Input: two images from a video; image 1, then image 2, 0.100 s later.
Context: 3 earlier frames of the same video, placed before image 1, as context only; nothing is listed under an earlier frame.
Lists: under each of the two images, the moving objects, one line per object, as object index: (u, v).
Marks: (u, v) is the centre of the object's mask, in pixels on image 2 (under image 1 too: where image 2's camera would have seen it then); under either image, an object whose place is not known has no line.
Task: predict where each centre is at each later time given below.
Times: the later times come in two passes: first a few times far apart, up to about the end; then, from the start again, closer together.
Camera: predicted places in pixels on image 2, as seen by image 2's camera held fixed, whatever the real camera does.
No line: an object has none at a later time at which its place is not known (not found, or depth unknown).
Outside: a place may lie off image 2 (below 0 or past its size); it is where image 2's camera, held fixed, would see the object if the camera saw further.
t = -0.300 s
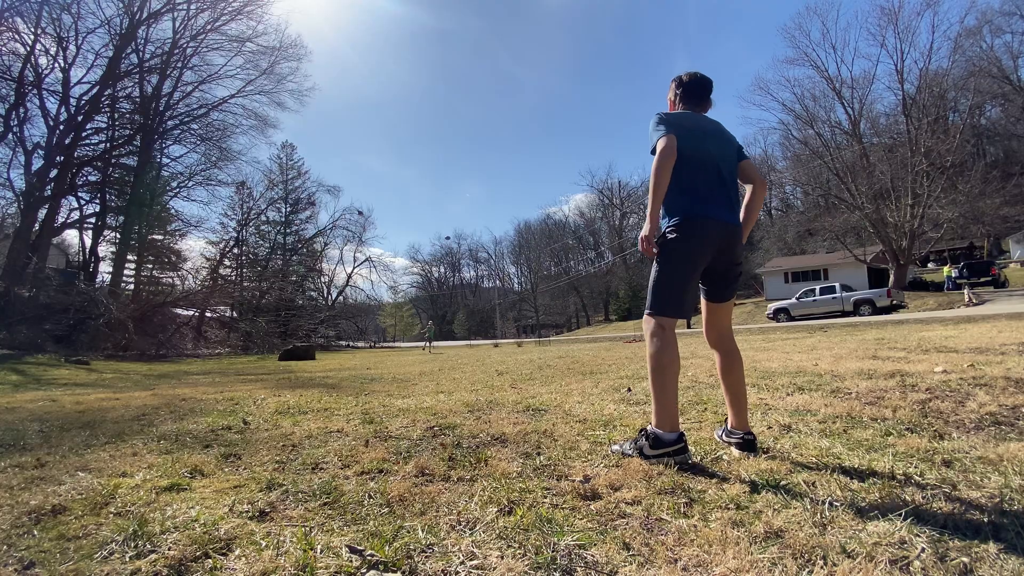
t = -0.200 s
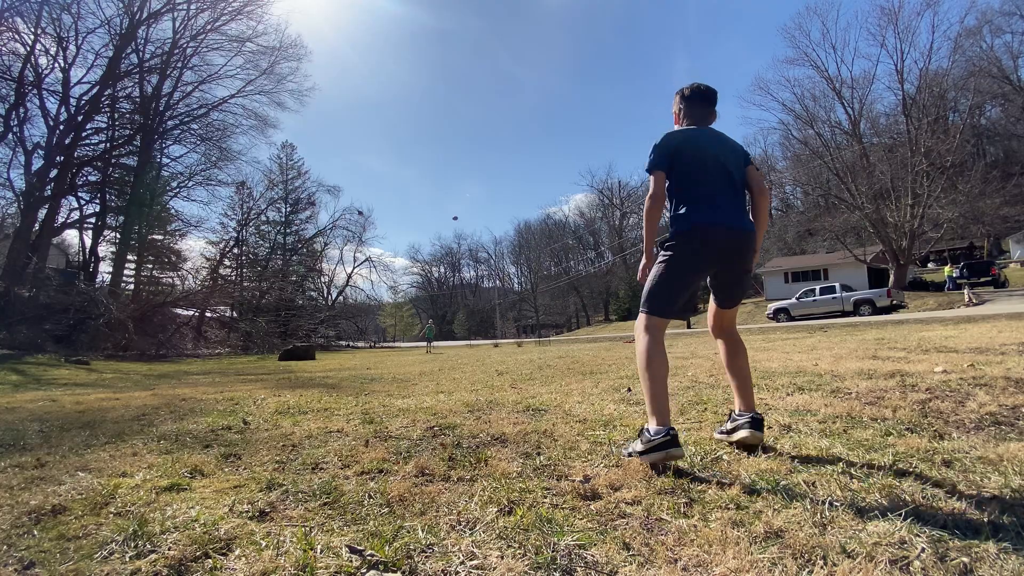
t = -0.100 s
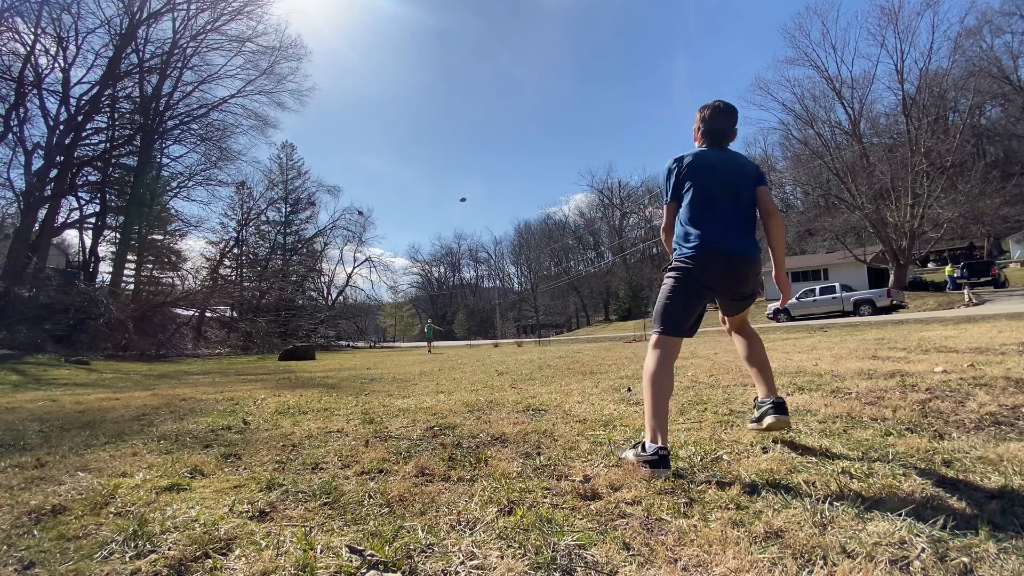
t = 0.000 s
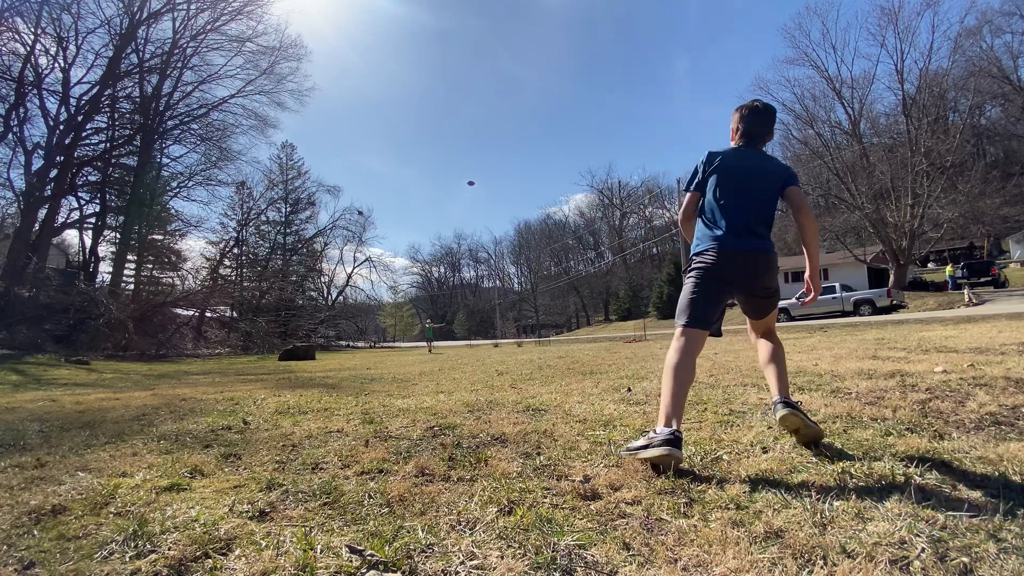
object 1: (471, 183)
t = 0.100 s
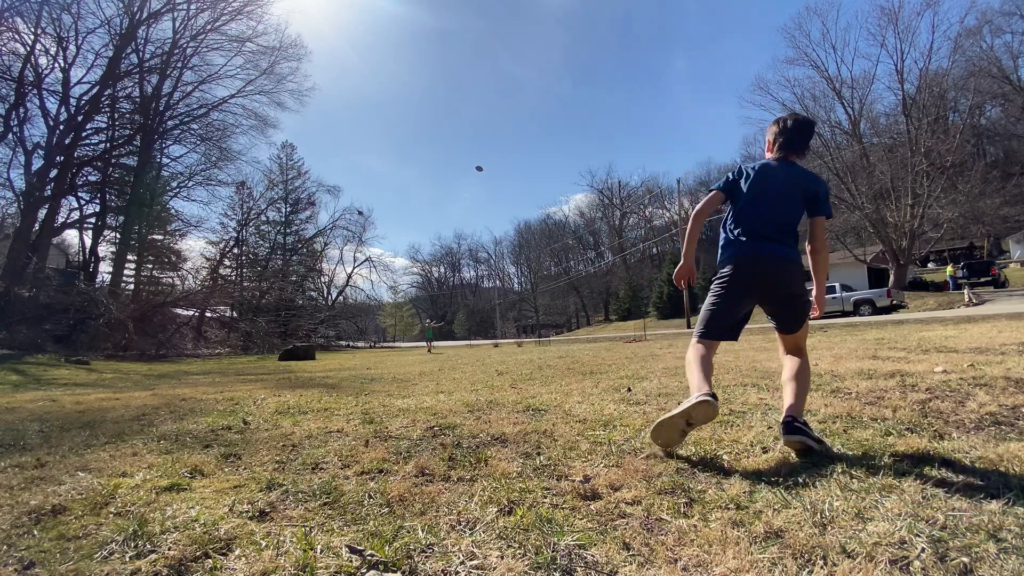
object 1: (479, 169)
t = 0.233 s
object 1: (491, 152)
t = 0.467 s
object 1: (513, 134)
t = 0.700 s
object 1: (540, 137)
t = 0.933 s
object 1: (575, 173)
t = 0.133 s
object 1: (482, 164)
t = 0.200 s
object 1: (488, 156)
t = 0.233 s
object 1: (491, 152)
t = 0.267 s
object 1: (494, 148)
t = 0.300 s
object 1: (497, 145)
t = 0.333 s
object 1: (500, 142)
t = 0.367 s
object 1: (503, 139)
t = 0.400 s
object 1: (506, 137)
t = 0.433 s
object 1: (510, 135)
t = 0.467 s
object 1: (513, 134)
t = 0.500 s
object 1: (517, 133)
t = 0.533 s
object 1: (520, 132)
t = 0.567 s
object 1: (524, 132)
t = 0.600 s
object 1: (528, 133)
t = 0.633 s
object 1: (532, 134)
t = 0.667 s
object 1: (536, 135)
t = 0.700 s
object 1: (540, 137)
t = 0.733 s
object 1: (545, 140)
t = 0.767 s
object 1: (549, 143)
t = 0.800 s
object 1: (554, 147)
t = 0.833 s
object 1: (559, 152)
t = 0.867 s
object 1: (564, 158)
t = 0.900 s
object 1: (570, 165)
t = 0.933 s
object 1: (575, 173)
